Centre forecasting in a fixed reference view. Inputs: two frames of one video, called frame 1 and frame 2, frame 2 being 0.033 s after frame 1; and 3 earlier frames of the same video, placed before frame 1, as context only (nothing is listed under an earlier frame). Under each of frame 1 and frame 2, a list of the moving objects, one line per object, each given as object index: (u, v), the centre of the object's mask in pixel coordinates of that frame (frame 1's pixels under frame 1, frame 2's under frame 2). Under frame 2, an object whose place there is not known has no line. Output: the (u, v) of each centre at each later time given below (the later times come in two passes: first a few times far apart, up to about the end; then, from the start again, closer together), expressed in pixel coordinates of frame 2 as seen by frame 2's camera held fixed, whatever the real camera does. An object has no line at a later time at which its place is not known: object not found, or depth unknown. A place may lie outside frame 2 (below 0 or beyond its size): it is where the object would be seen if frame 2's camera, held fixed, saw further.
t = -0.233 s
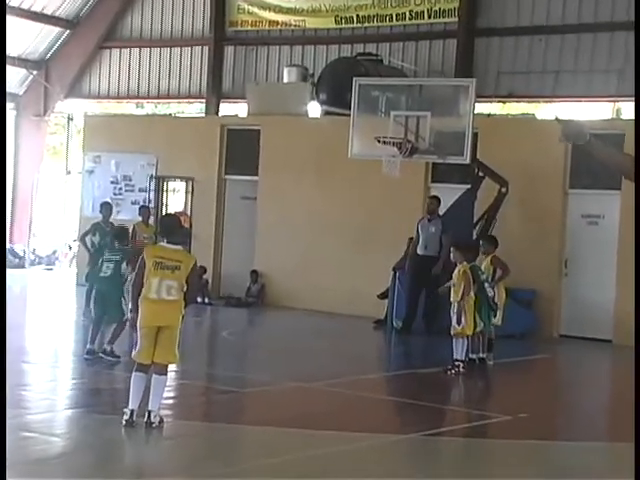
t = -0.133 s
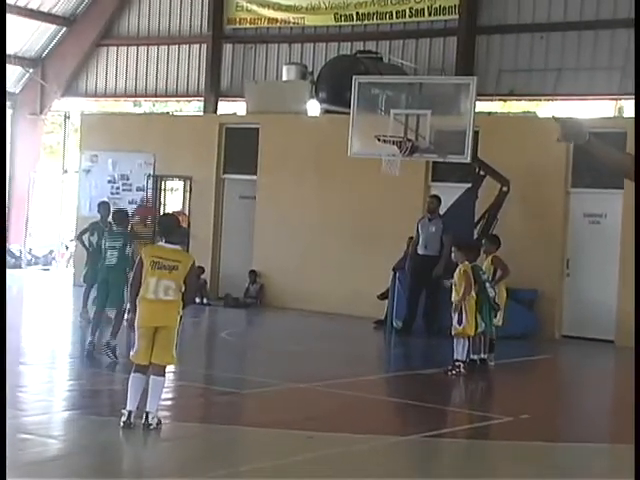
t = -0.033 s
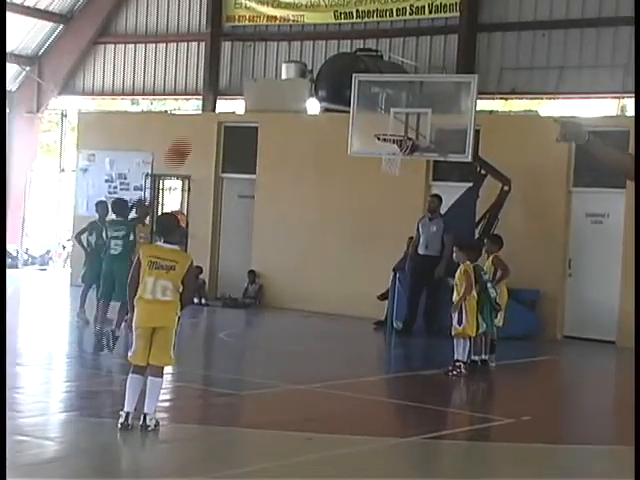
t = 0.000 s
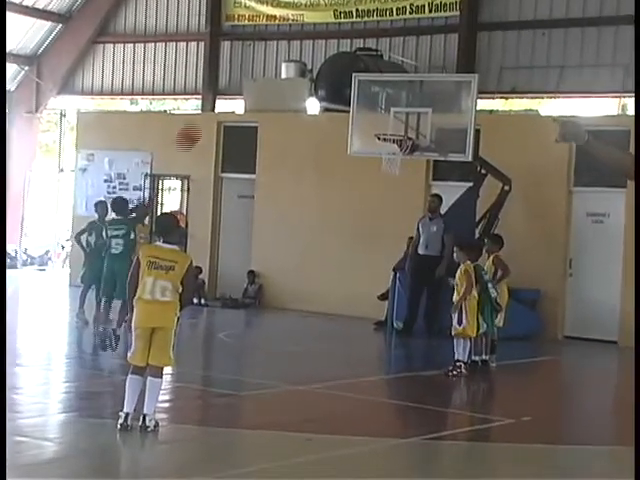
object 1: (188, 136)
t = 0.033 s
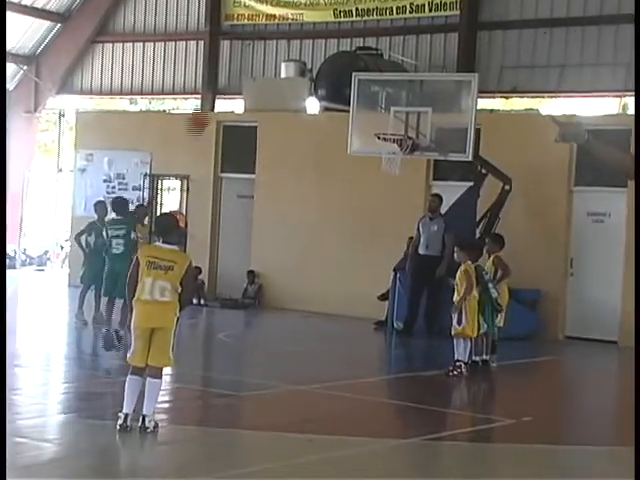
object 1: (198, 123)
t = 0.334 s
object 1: (278, 45)
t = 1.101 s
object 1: (379, 143)
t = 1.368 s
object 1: (371, 167)
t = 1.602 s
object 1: (360, 237)
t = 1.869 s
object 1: (351, 310)
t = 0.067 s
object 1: (208, 106)
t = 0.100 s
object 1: (217, 95)
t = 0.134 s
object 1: (228, 85)
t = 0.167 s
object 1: (236, 75)
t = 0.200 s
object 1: (245, 67)
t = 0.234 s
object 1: (253, 60)
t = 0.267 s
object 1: (262, 55)
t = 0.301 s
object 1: (270, 49)
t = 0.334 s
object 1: (278, 45)
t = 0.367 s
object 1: (287, 43)
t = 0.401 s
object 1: (295, 41)
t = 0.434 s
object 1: (303, 41)
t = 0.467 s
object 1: (312, 41)
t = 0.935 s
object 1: (397, 136)
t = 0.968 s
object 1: (391, 144)
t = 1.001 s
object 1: (385, 151)
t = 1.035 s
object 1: (381, 151)
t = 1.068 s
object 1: (379, 147)
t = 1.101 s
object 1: (379, 143)
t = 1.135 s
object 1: (380, 141)
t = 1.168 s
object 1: (378, 143)
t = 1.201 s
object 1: (377, 144)
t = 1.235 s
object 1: (376, 146)
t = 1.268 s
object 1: (375, 150)
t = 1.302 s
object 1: (373, 155)
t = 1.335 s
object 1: (372, 161)
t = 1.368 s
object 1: (371, 167)
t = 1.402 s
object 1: (369, 175)
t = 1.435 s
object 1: (368, 182)
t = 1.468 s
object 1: (366, 192)
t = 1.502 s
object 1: (365, 201)
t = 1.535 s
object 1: (363, 213)
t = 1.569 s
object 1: (362, 224)
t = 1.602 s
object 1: (360, 237)
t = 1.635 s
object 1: (359, 251)
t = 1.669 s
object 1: (357, 265)
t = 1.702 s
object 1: (355, 281)
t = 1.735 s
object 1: (354, 296)
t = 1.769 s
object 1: (351, 314)
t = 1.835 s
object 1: (351, 325)
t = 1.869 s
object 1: (351, 310)
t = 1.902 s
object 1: (351, 296)
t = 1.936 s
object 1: (351, 283)
